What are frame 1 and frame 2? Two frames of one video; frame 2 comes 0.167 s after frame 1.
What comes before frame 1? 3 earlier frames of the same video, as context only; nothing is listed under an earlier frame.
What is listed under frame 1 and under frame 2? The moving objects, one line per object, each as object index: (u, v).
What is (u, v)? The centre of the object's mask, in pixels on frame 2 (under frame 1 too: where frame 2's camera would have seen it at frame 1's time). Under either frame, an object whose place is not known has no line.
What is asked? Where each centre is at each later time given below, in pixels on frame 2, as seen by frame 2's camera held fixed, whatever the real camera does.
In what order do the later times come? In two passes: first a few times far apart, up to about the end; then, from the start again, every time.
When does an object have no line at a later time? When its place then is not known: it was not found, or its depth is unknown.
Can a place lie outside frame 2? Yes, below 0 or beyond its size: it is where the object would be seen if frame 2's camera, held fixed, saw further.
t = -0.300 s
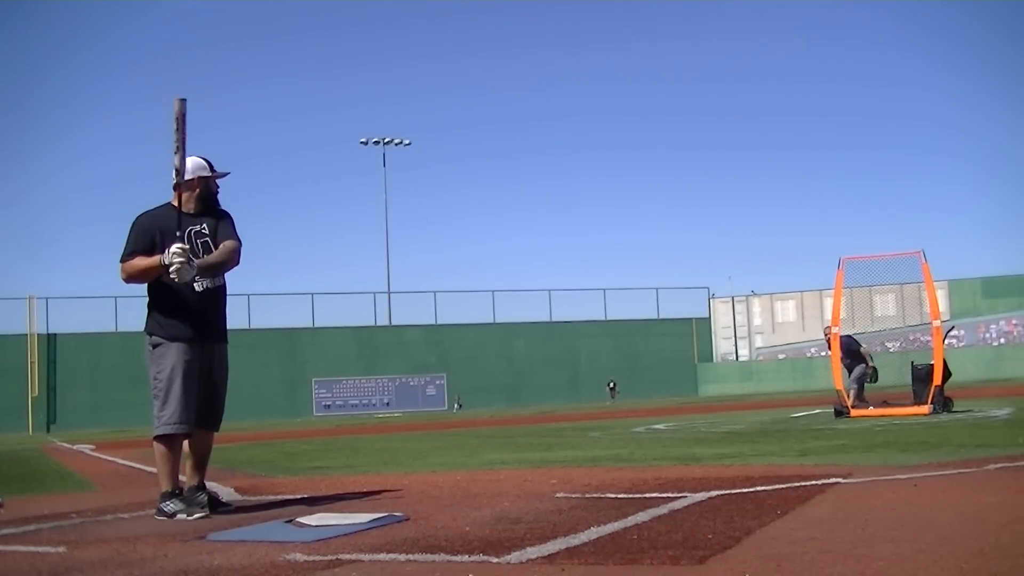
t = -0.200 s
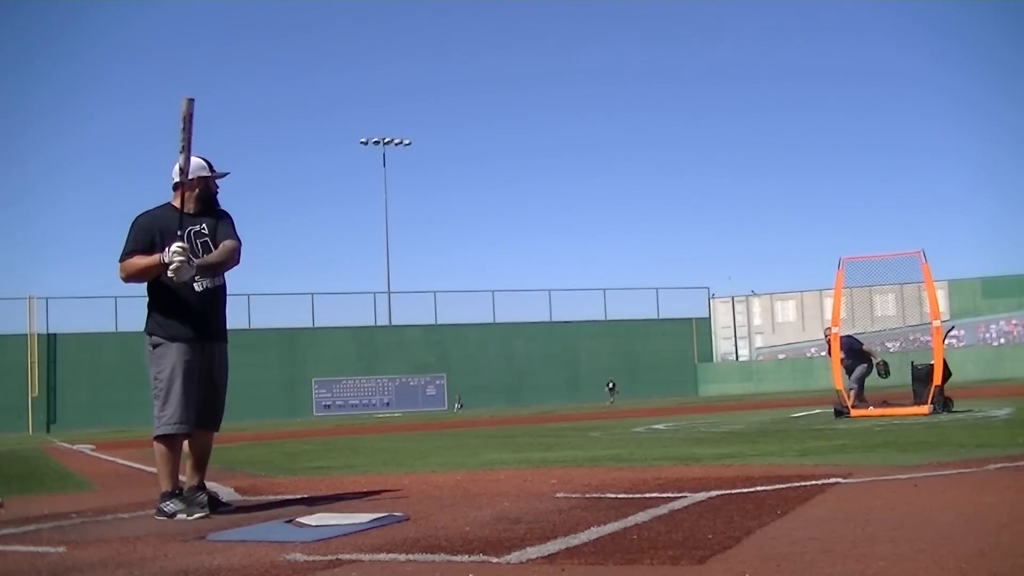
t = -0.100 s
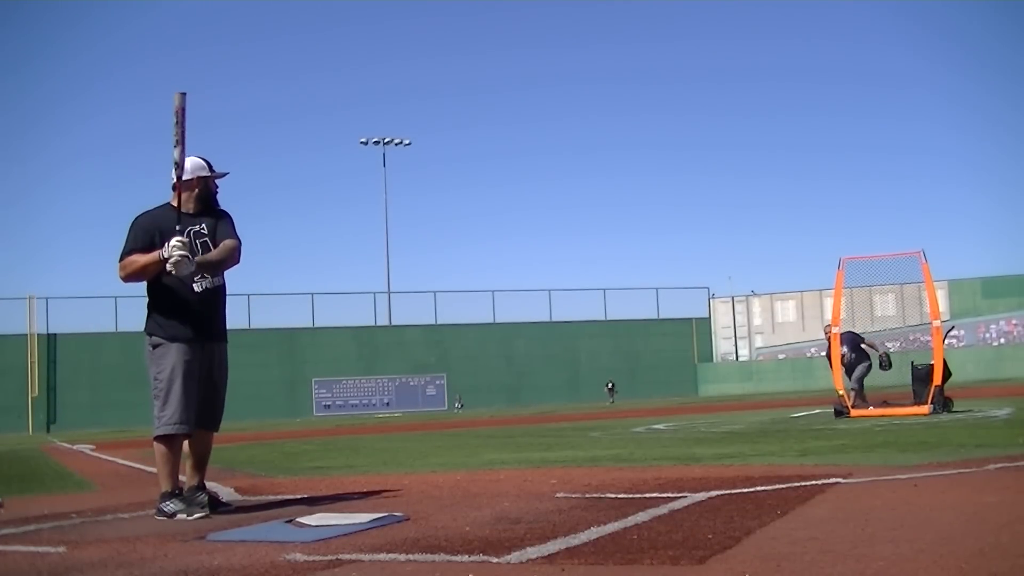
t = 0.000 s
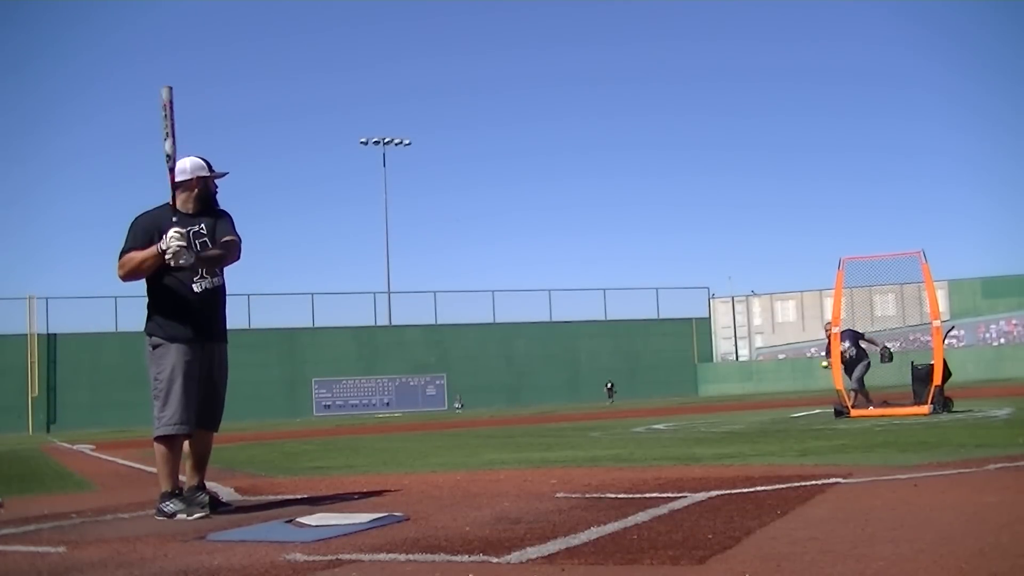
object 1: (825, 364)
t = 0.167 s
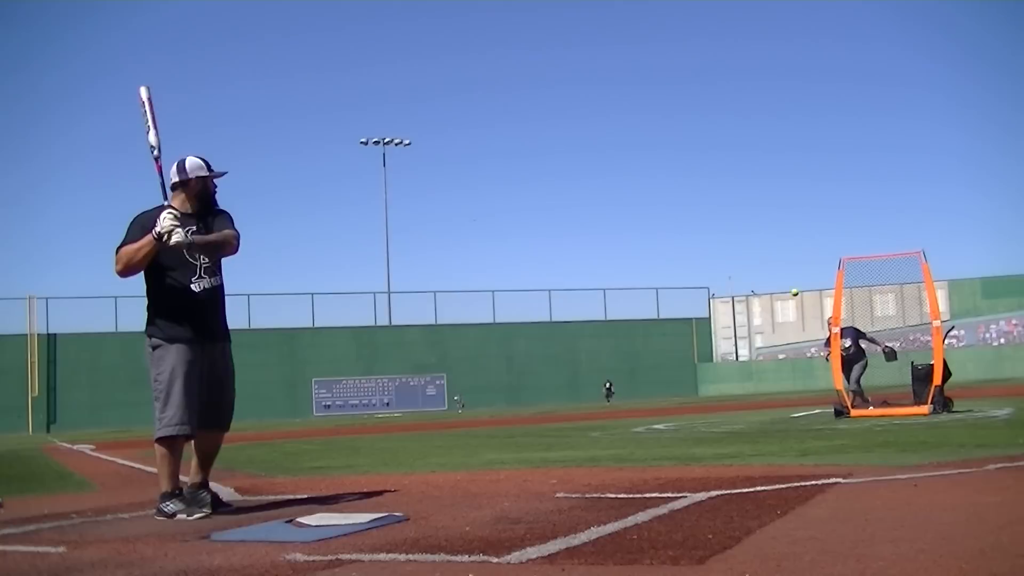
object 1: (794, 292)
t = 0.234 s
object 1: (780, 265)
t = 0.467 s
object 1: (721, 185)
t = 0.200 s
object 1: (787, 279)
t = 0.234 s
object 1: (780, 265)
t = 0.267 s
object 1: (773, 253)
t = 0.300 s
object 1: (765, 240)
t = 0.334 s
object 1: (757, 228)
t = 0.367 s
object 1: (749, 217)
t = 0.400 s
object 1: (740, 206)
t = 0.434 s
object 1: (731, 195)
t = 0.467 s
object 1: (721, 185)
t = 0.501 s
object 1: (712, 176)
